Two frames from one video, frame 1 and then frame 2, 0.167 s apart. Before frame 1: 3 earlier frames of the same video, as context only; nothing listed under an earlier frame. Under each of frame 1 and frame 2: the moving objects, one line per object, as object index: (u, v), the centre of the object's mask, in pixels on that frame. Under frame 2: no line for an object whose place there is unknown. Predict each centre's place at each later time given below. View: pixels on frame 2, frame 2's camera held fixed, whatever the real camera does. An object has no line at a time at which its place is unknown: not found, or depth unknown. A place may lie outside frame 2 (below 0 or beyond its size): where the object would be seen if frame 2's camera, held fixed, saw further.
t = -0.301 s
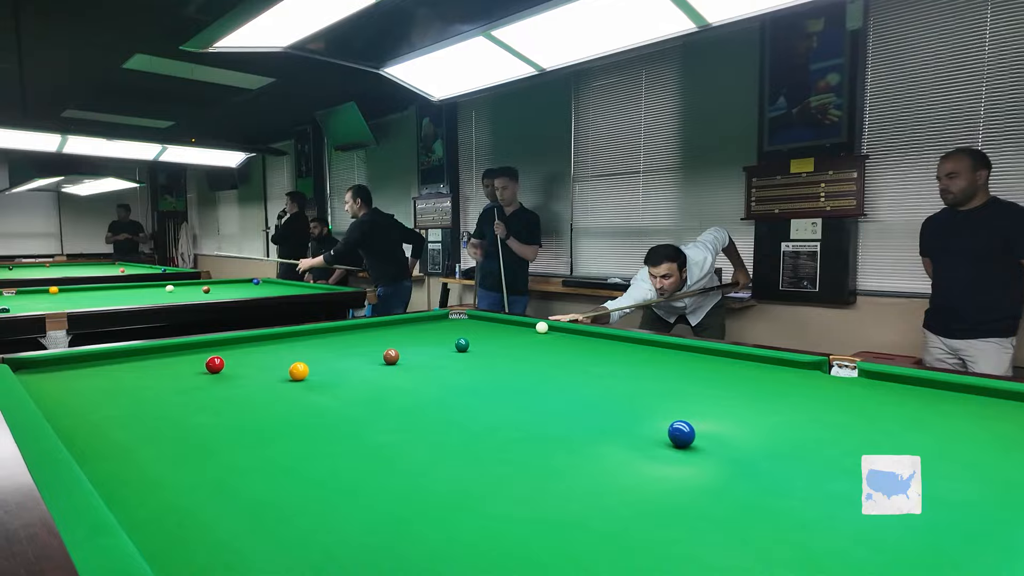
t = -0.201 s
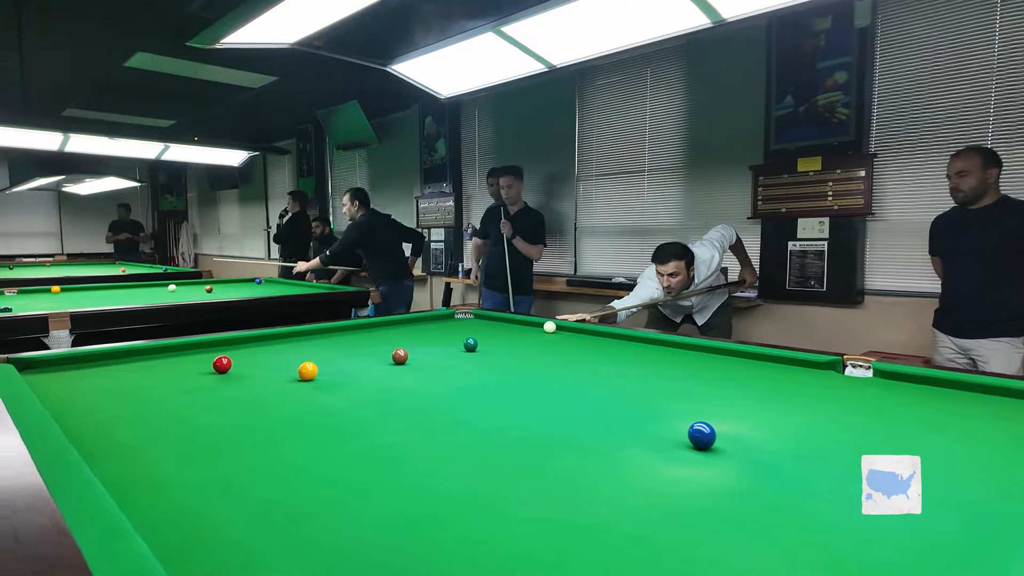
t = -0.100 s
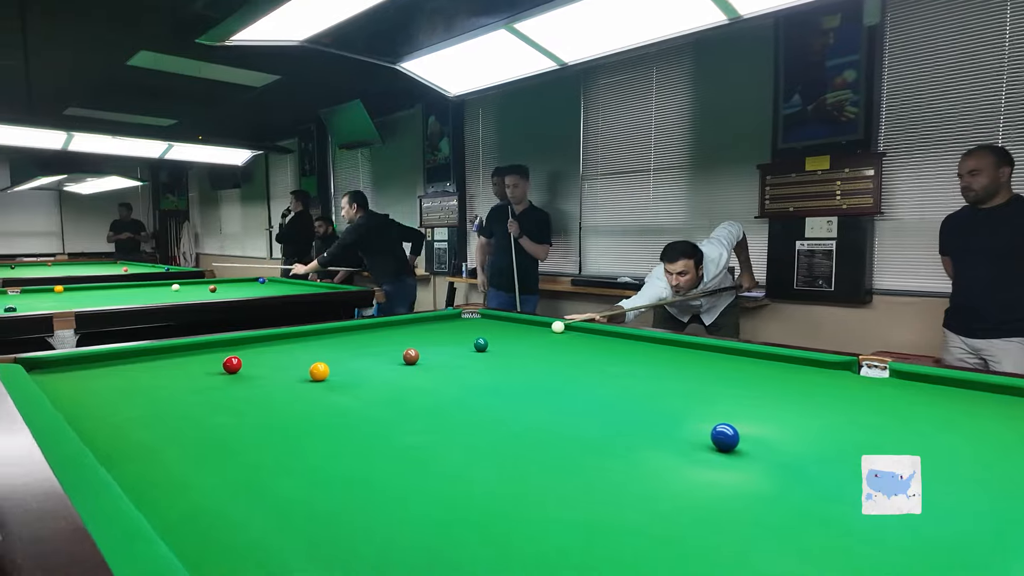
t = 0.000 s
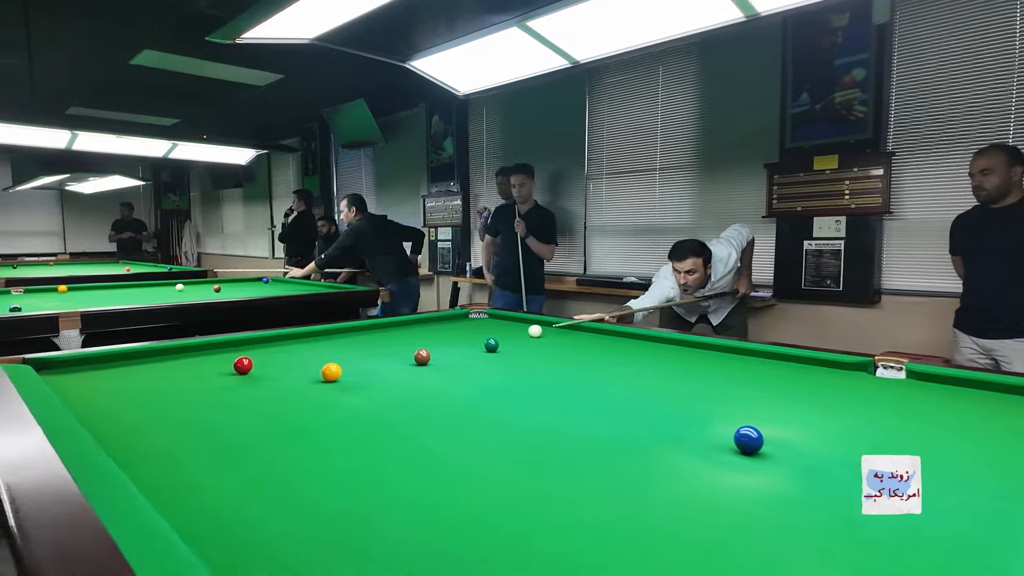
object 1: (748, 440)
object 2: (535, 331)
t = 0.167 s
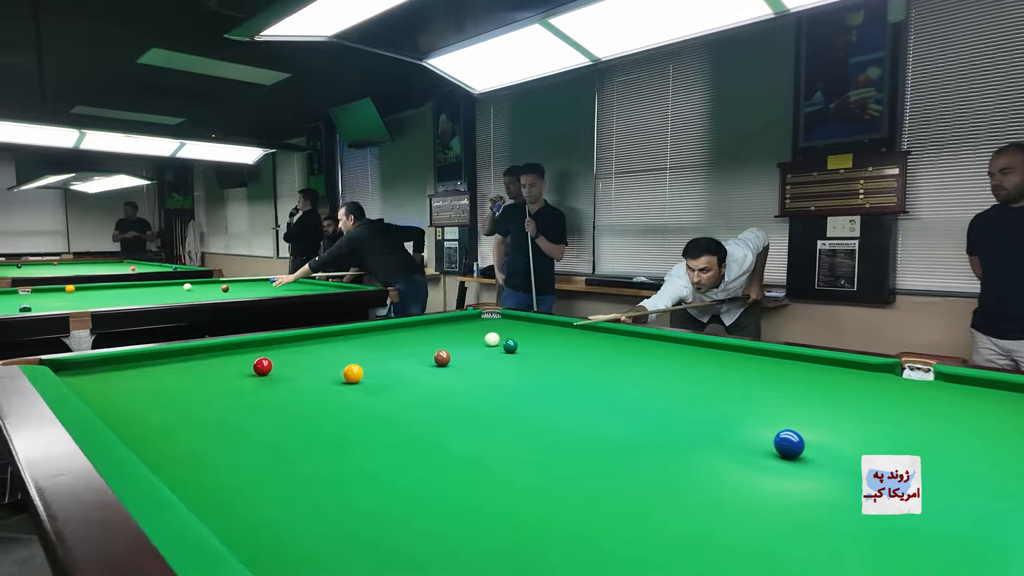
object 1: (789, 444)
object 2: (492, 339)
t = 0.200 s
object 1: (790, 445)
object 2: (479, 341)
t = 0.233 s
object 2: (465, 343)
